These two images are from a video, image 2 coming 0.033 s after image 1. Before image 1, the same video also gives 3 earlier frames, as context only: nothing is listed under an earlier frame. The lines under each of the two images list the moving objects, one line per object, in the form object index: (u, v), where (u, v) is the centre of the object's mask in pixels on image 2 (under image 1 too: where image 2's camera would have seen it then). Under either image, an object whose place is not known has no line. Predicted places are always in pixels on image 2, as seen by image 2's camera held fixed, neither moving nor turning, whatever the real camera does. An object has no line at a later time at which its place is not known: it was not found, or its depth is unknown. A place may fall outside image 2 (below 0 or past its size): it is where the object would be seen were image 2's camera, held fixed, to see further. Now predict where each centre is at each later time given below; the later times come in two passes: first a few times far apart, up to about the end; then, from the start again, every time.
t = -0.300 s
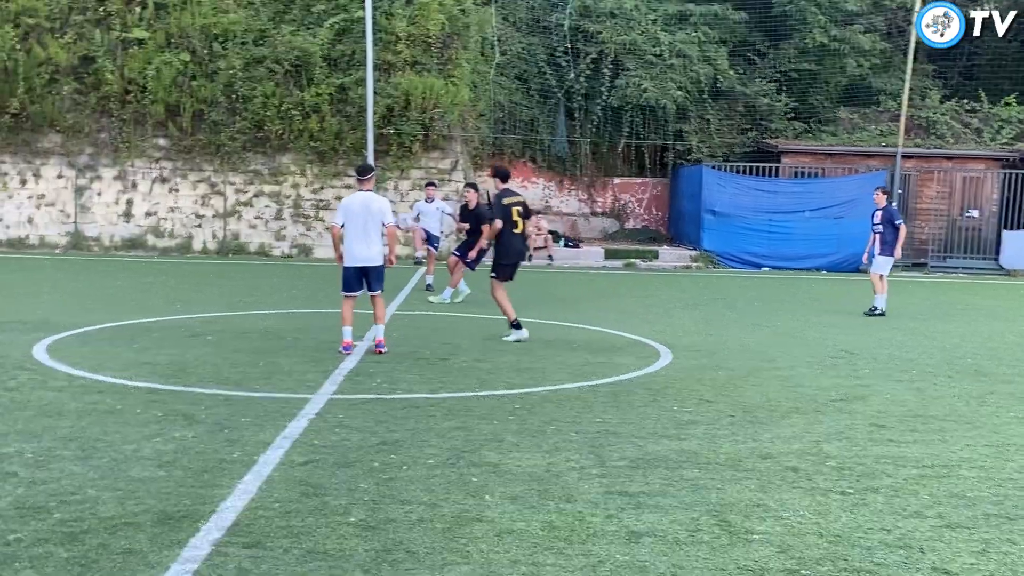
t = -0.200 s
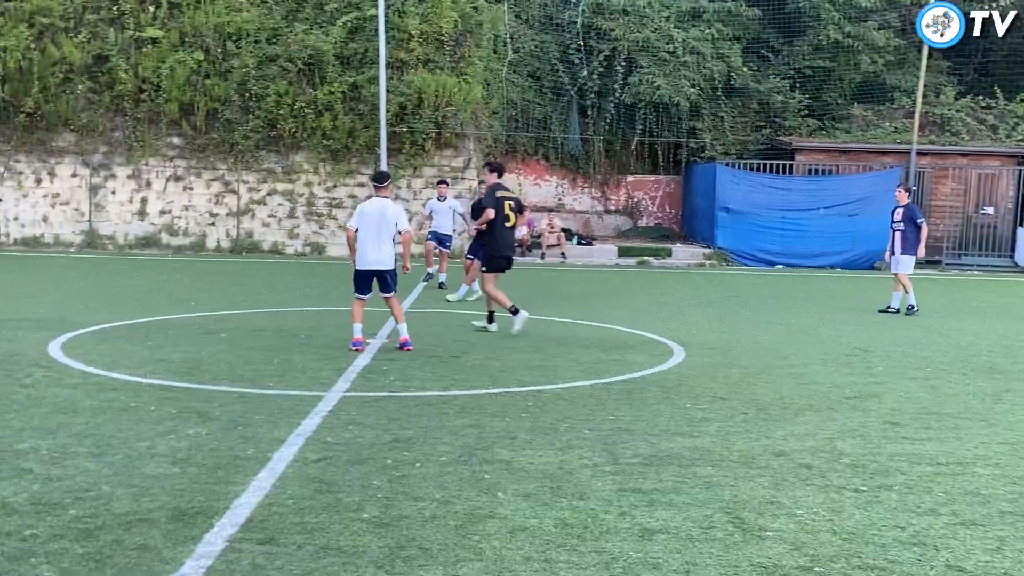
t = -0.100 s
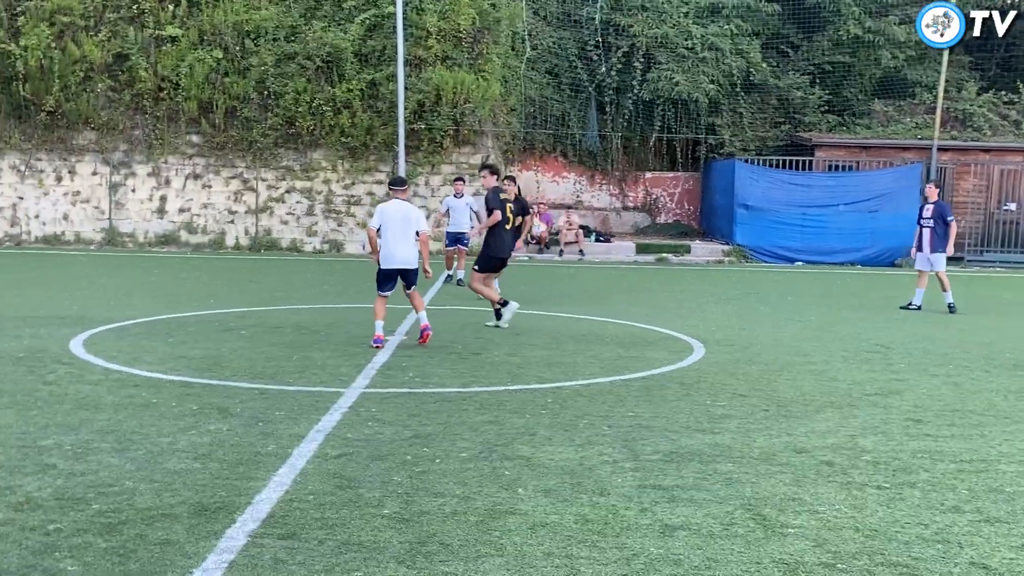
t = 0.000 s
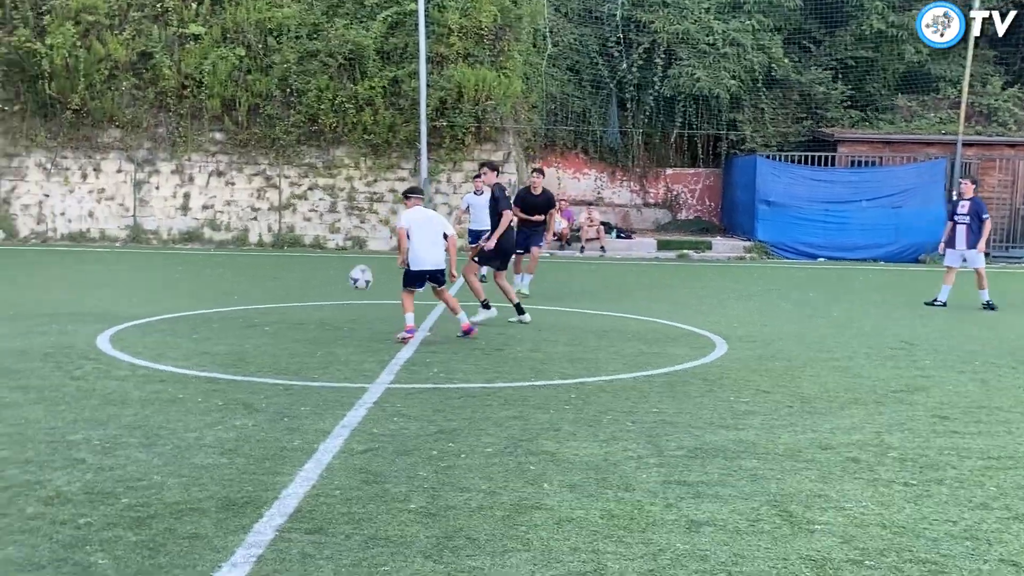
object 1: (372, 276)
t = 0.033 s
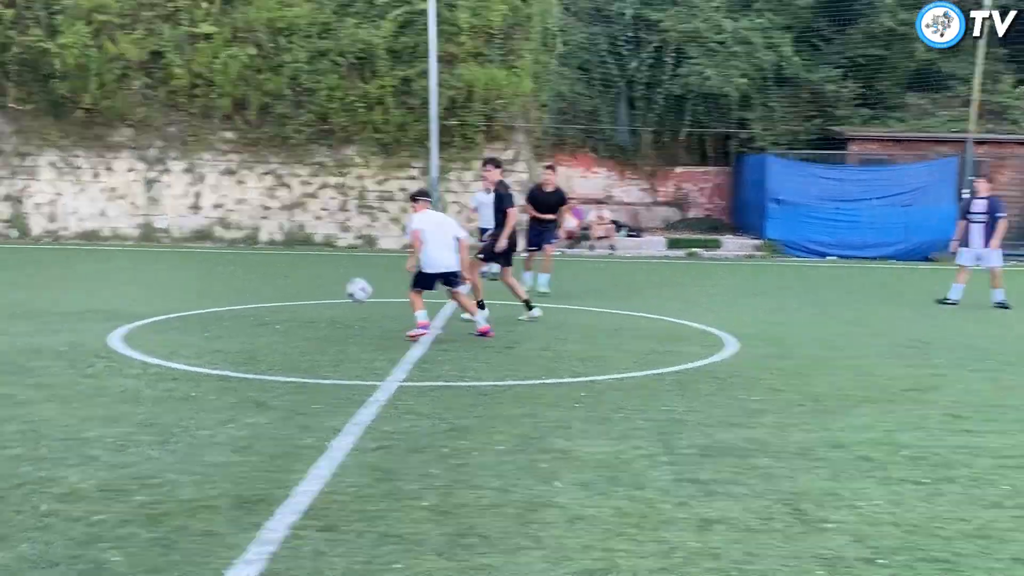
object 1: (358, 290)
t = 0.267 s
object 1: (289, 312)
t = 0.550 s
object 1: (225, 296)
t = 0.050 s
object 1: (353, 297)
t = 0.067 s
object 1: (347, 305)
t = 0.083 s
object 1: (340, 314)
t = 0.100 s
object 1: (333, 323)
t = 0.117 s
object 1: (325, 333)
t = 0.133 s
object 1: (317, 344)
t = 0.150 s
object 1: (313, 346)
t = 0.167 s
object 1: (310, 339)
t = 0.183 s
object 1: (307, 334)
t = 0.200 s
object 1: (304, 329)
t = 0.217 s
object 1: (301, 325)
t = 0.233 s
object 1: (297, 320)
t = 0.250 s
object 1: (294, 316)
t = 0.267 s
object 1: (289, 312)
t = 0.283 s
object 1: (287, 309)
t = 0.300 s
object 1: (283, 305)
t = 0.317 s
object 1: (280, 302)
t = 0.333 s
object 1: (275, 300)
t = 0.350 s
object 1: (273, 297)
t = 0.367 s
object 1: (268, 296)
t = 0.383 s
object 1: (266, 294)
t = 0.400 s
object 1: (262, 293)
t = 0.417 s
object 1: (257, 291)
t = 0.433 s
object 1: (254, 291)
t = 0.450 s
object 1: (251, 290)
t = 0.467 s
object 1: (247, 290)
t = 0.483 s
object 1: (243, 291)
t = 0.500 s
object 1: (238, 292)
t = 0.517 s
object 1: (233, 293)
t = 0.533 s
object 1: (229, 294)
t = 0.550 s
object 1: (225, 296)
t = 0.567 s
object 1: (221, 299)
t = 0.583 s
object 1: (215, 301)
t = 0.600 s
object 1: (211, 305)
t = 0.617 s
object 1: (206, 309)
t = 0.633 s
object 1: (202, 313)
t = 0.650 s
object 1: (196, 318)
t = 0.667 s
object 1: (192, 323)
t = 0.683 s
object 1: (186, 329)
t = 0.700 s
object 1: (181, 335)
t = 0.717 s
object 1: (176, 341)
